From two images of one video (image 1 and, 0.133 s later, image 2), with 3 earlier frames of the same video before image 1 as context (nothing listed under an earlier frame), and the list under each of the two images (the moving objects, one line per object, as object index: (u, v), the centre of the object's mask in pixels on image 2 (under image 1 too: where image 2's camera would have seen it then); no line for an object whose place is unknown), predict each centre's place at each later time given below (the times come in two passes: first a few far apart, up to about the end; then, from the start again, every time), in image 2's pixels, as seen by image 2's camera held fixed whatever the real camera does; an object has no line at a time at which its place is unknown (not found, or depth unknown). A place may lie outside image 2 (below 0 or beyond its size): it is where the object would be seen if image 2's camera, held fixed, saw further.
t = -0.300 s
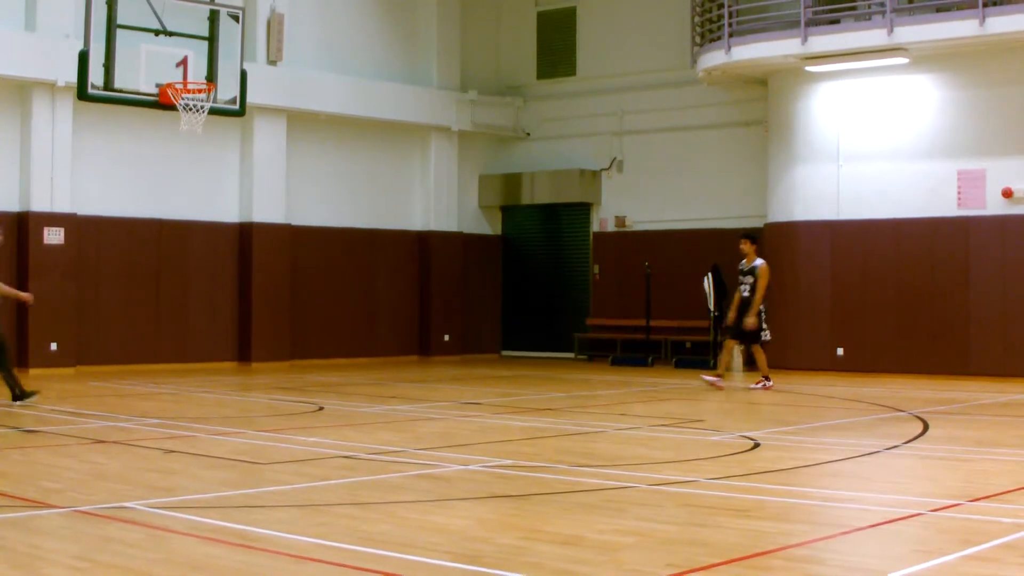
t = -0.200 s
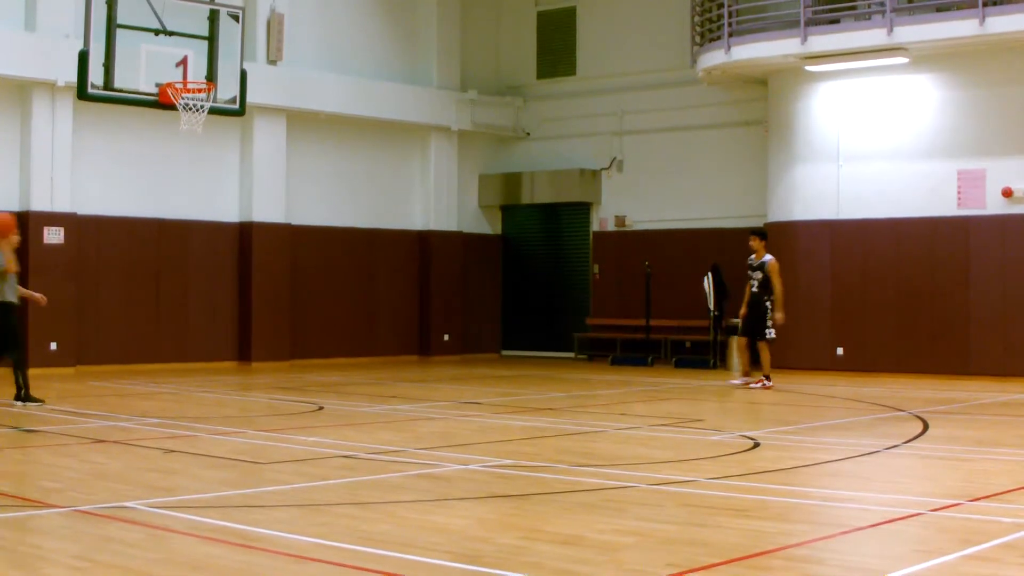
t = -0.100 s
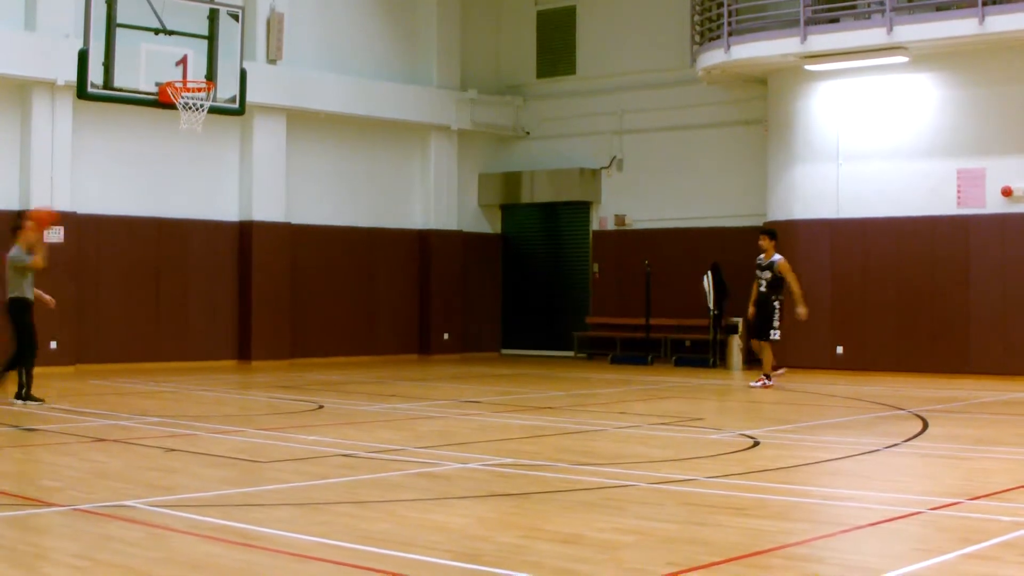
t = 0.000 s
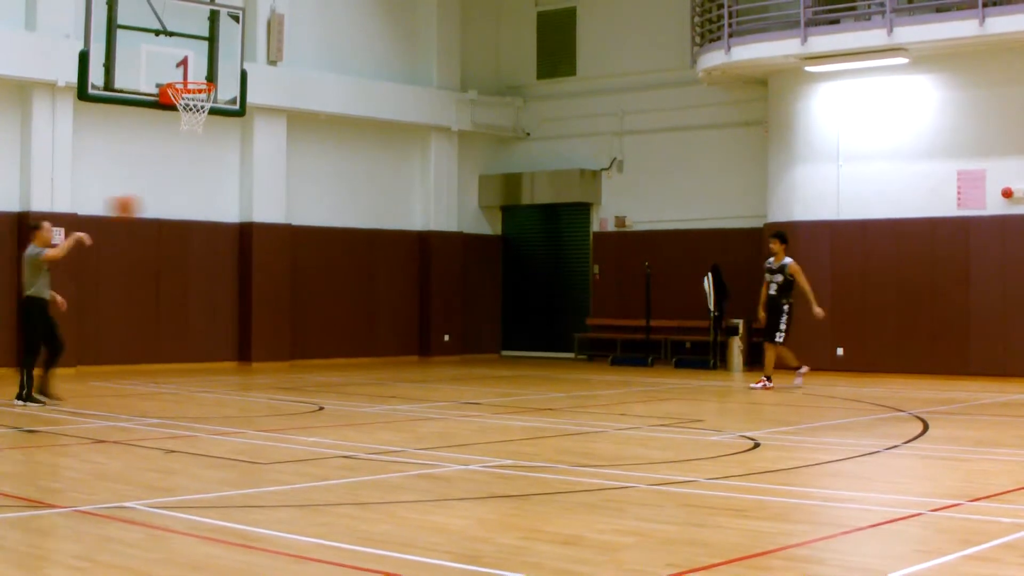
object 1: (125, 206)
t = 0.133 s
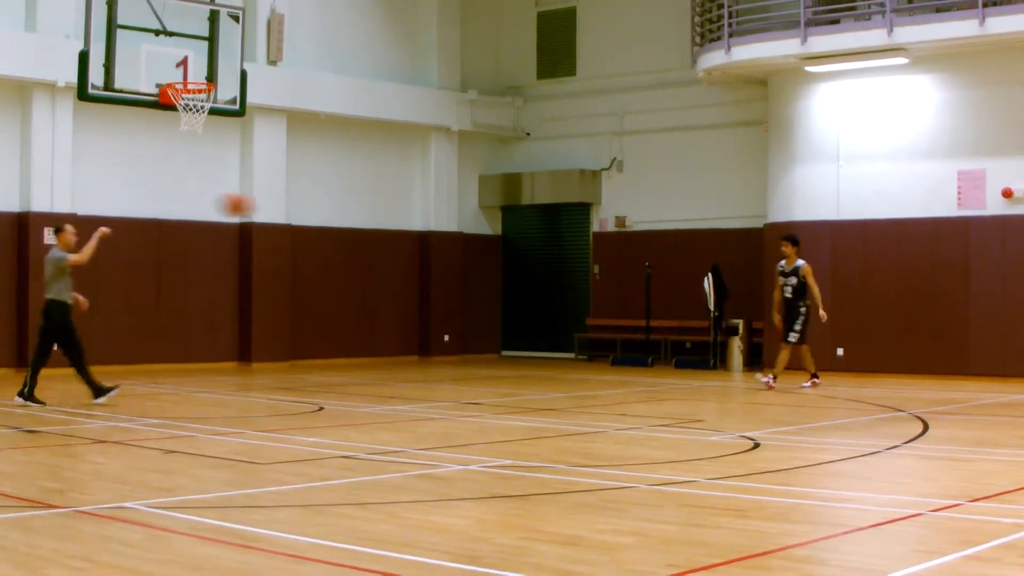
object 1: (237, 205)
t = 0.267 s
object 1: (343, 220)
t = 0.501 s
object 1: (518, 287)
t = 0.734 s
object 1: (671, 381)
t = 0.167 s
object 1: (263, 207)
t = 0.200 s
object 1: (291, 211)
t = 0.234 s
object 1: (316, 215)
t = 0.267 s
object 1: (343, 220)
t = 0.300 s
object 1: (370, 229)
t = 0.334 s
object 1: (396, 237)
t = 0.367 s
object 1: (421, 243)
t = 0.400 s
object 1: (446, 253)
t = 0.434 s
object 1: (471, 263)
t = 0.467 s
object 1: (494, 275)
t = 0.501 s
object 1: (518, 287)
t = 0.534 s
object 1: (542, 300)
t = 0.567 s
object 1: (566, 315)
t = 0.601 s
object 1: (589, 331)
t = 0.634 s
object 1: (612, 346)
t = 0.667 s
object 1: (632, 360)
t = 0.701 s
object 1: (654, 380)
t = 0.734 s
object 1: (671, 381)
